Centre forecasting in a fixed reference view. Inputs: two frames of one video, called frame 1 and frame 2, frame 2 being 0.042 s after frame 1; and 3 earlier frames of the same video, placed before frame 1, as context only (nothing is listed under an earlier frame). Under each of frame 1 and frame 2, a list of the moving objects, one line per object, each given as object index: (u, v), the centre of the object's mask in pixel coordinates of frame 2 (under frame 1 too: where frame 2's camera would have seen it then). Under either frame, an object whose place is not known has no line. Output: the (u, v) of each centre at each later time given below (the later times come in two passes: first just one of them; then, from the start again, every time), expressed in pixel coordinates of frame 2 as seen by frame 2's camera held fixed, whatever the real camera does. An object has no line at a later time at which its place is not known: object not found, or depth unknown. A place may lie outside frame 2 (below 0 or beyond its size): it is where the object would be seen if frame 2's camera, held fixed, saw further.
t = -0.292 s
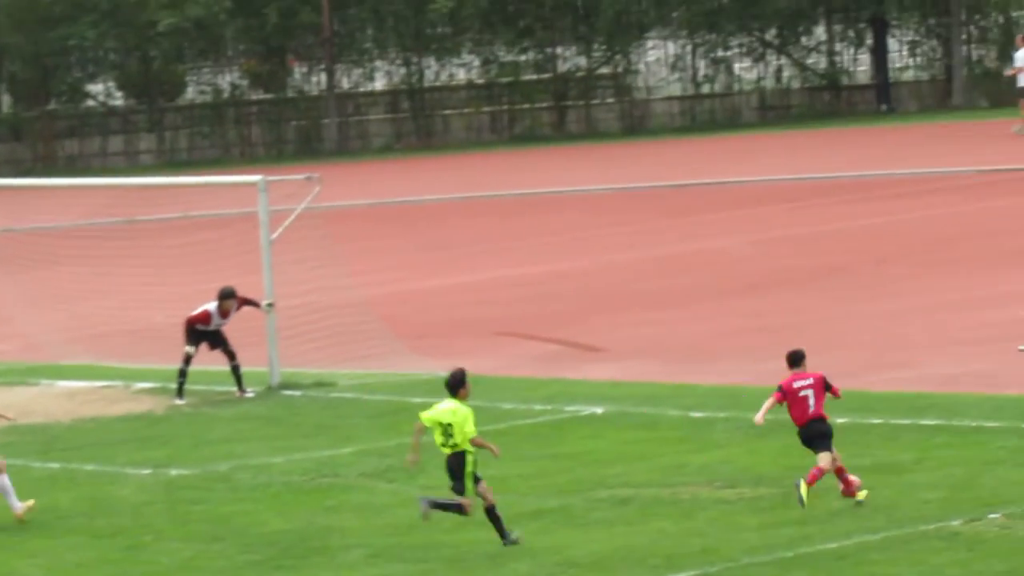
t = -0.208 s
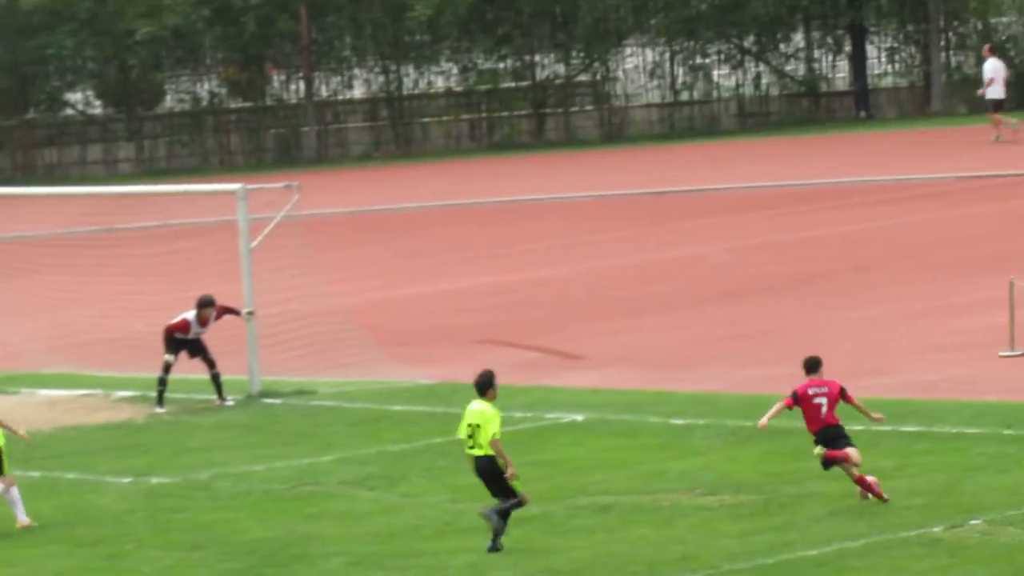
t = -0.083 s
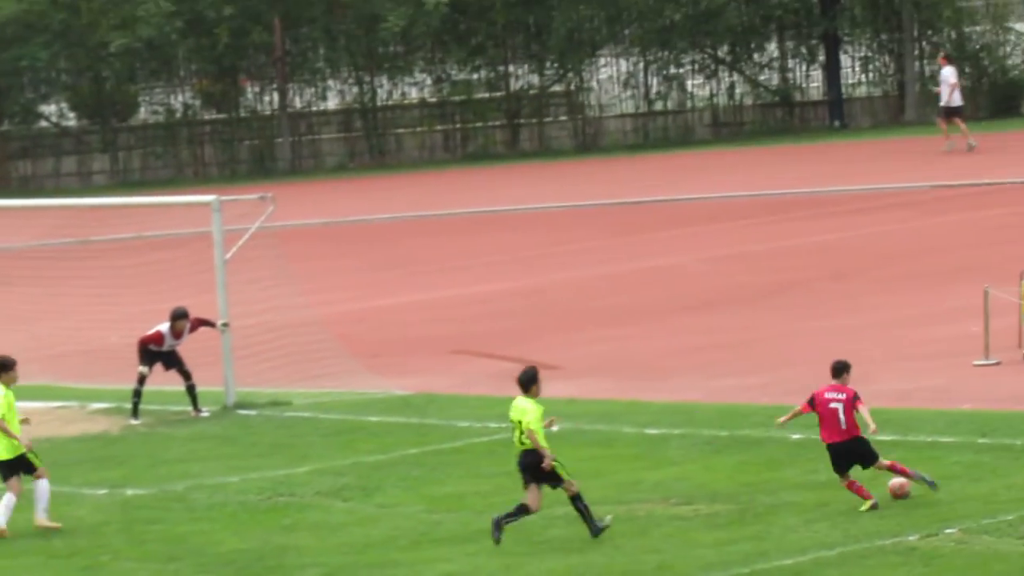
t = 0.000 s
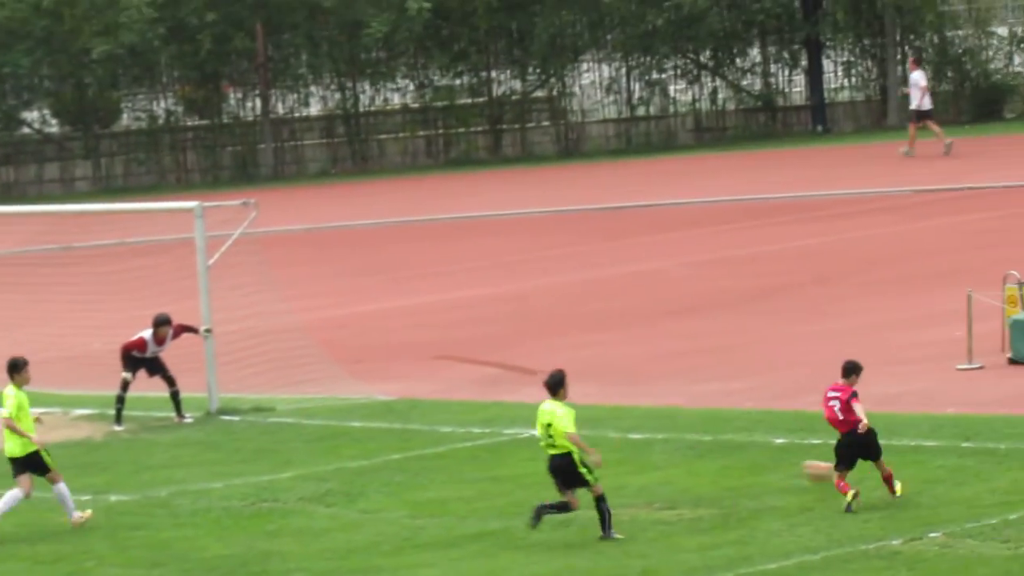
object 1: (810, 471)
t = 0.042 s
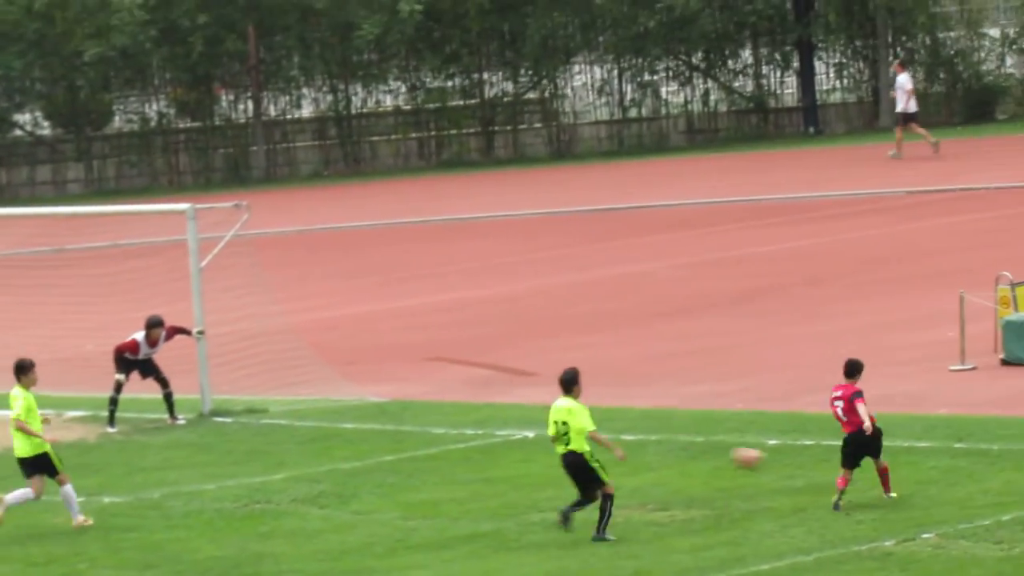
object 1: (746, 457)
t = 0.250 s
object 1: (446, 410)
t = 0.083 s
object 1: (685, 446)
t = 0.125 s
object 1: (632, 433)
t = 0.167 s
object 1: (561, 425)
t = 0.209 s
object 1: (503, 417)
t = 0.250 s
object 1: (446, 410)
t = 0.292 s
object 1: (390, 404)
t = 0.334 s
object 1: (336, 399)
